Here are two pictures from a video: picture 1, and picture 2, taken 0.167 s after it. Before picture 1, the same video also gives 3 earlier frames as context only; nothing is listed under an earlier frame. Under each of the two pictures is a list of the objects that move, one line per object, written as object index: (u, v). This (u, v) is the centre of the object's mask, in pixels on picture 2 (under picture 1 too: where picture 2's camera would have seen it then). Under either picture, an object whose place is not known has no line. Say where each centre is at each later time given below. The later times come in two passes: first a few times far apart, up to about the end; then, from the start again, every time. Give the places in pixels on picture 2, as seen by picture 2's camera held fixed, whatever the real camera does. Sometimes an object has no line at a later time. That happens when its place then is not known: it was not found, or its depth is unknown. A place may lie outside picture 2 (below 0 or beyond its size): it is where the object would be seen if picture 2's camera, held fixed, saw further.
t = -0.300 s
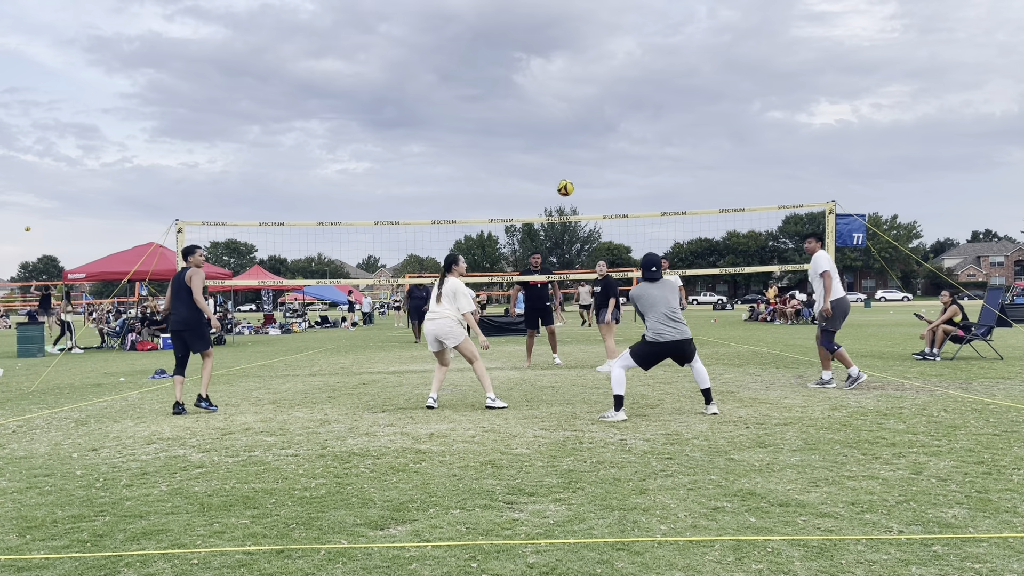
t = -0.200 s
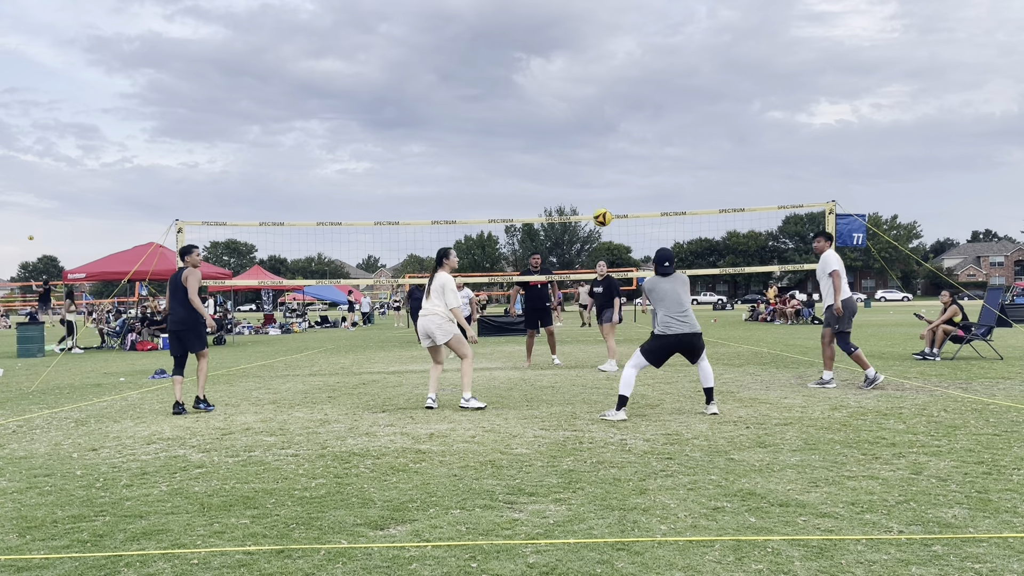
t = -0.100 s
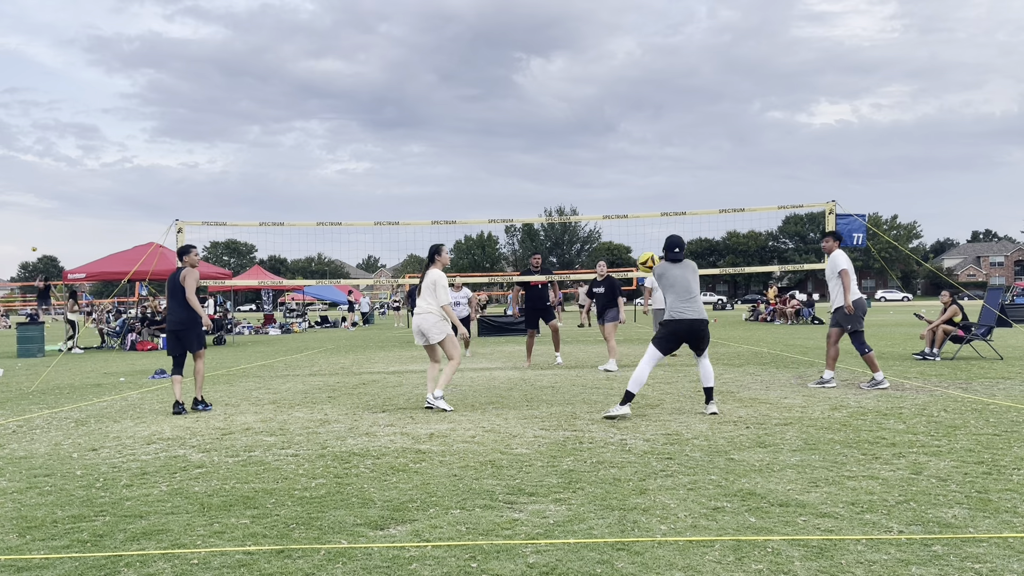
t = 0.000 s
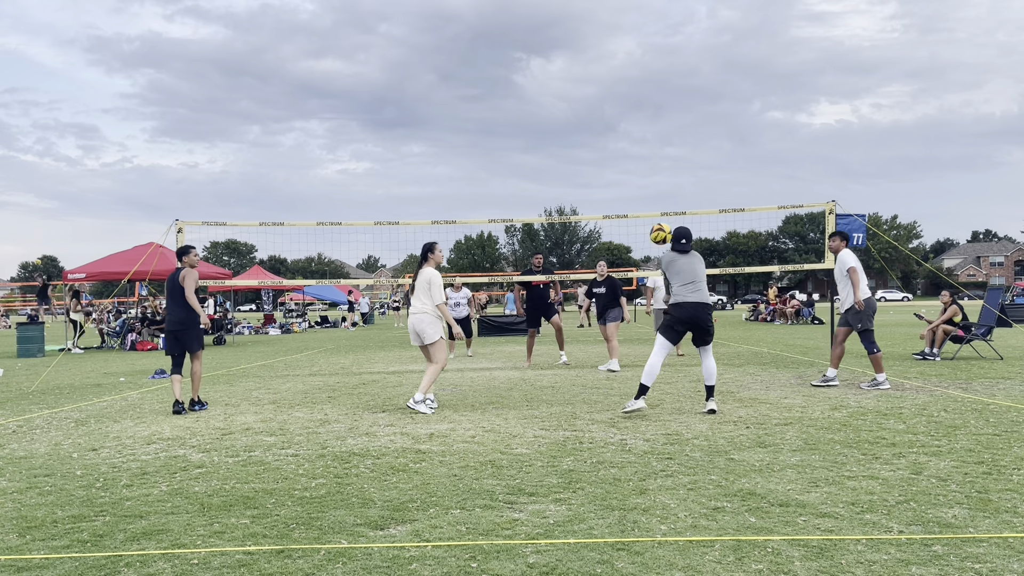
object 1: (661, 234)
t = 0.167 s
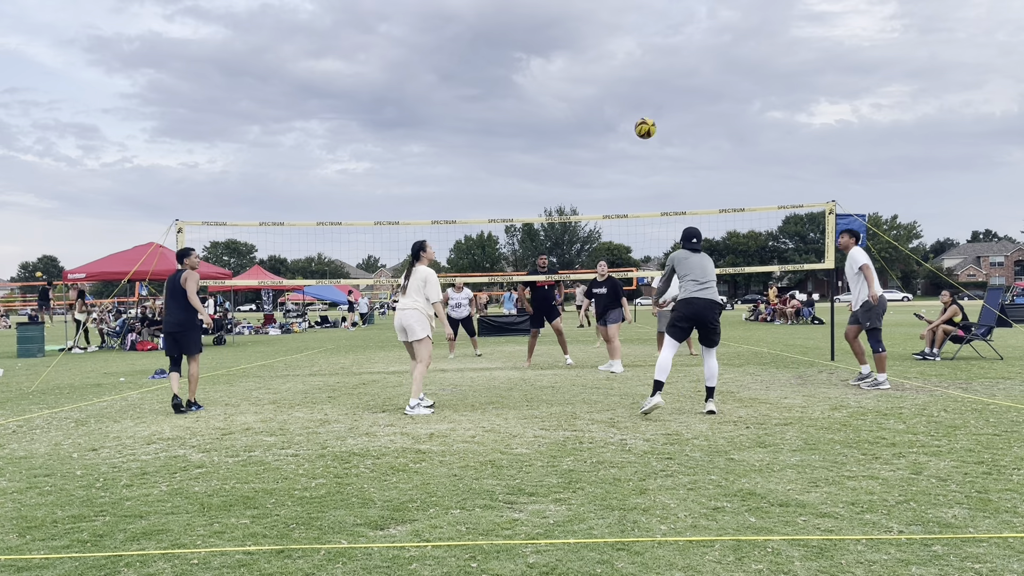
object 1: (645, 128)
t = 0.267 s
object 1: (637, 82)
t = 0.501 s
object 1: (621, 16)
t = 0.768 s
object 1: (606, 6)
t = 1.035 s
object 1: (595, 47)
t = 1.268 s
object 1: (587, 125)
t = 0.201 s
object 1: (642, 112)
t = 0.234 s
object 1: (639, 96)
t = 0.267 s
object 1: (637, 82)
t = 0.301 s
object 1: (634, 69)
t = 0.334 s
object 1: (632, 57)
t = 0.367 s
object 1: (629, 47)
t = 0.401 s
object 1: (627, 37)
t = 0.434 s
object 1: (625, 29)
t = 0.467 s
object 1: (622, 22)
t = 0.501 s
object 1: (621, 16)
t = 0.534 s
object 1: (619, 12)
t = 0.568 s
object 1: (616, 8)
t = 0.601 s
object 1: (614, 6)
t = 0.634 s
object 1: (613, 5)
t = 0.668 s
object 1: (611, 5)
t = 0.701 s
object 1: (609, 5)
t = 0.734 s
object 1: (607, 5)
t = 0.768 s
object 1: (606, 6)
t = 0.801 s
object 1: (605, 7)
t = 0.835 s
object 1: (603, 9)
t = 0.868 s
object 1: (602, 14)
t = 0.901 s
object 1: (600, 19)
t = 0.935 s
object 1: (599, 25)
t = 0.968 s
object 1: (598, 31)
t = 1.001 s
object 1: (596, 39)
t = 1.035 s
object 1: (595, 47)
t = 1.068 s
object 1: (594, 56)
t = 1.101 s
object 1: (593, 66)
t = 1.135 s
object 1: (592, 76)
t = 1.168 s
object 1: (590, 88)
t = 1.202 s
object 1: (589, 100)
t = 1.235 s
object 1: (588, 112)
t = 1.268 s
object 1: (587, 125)
